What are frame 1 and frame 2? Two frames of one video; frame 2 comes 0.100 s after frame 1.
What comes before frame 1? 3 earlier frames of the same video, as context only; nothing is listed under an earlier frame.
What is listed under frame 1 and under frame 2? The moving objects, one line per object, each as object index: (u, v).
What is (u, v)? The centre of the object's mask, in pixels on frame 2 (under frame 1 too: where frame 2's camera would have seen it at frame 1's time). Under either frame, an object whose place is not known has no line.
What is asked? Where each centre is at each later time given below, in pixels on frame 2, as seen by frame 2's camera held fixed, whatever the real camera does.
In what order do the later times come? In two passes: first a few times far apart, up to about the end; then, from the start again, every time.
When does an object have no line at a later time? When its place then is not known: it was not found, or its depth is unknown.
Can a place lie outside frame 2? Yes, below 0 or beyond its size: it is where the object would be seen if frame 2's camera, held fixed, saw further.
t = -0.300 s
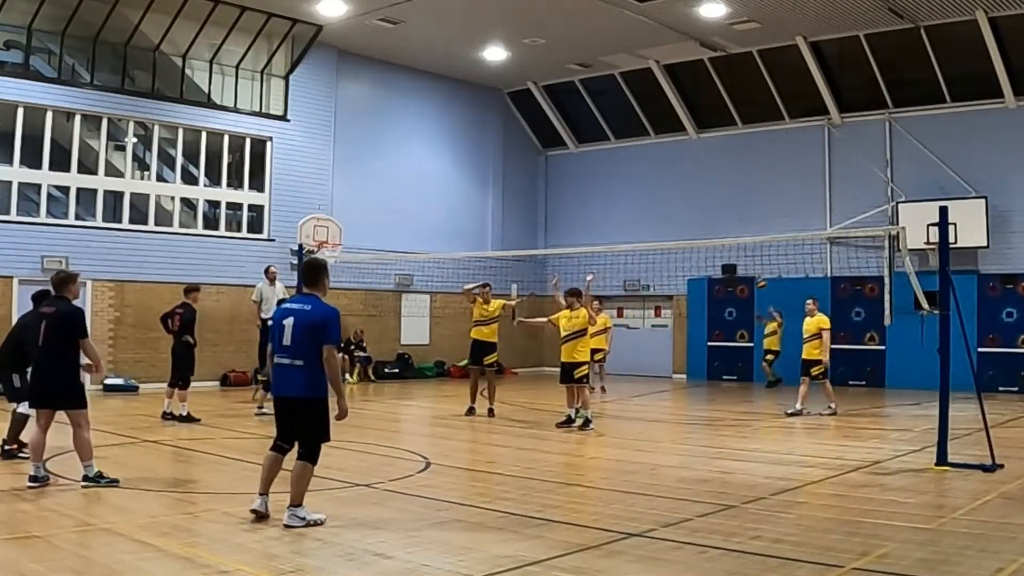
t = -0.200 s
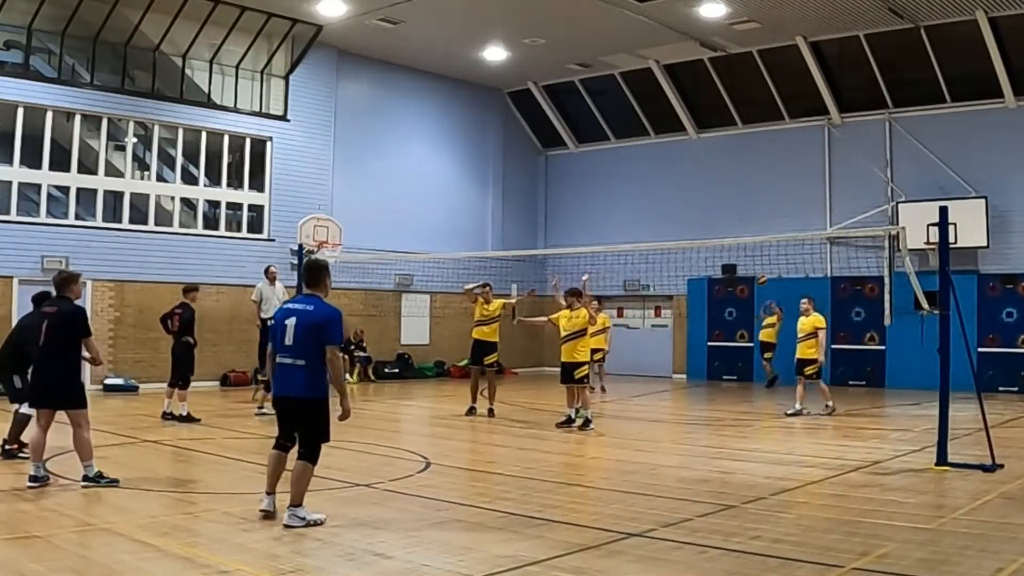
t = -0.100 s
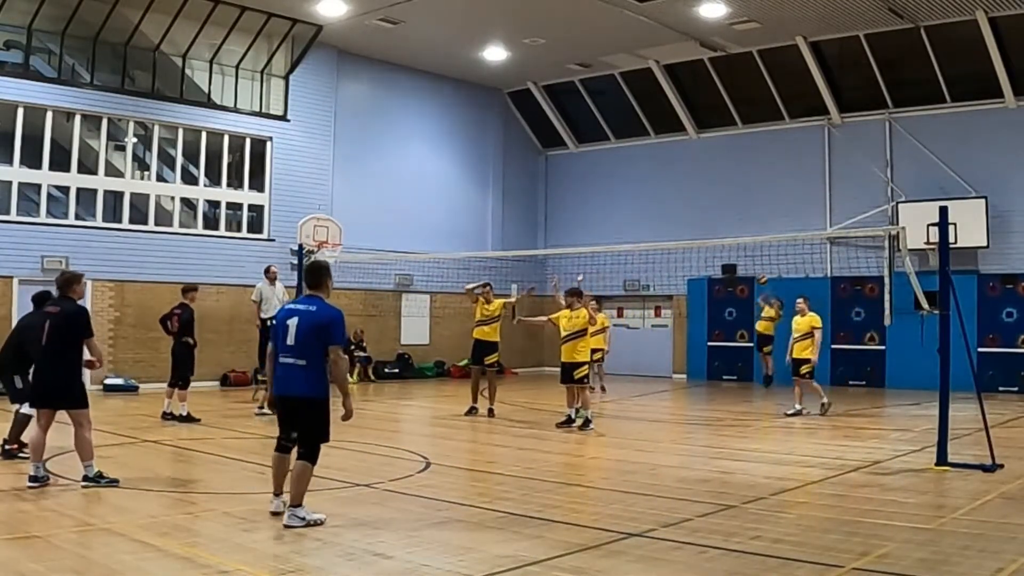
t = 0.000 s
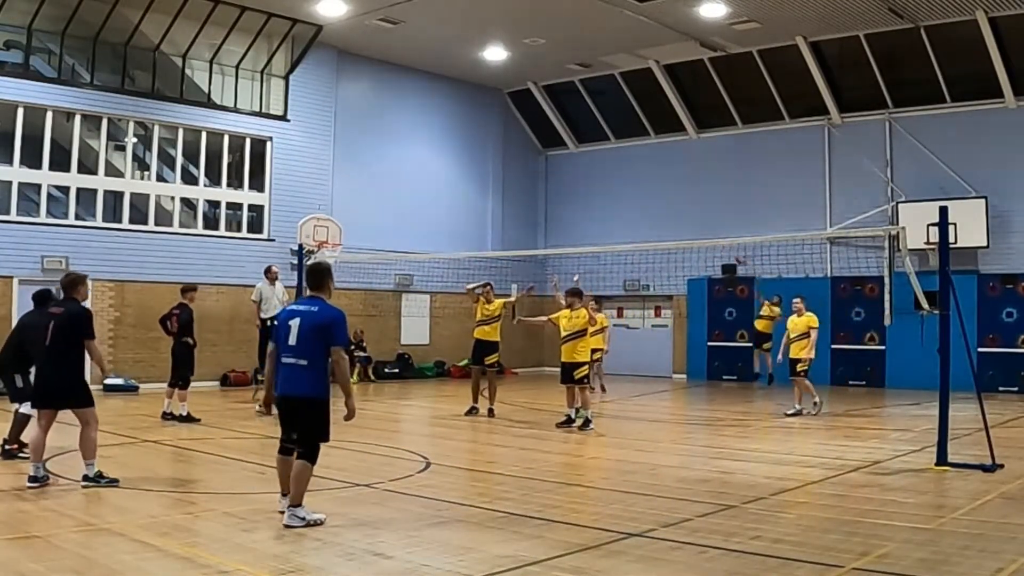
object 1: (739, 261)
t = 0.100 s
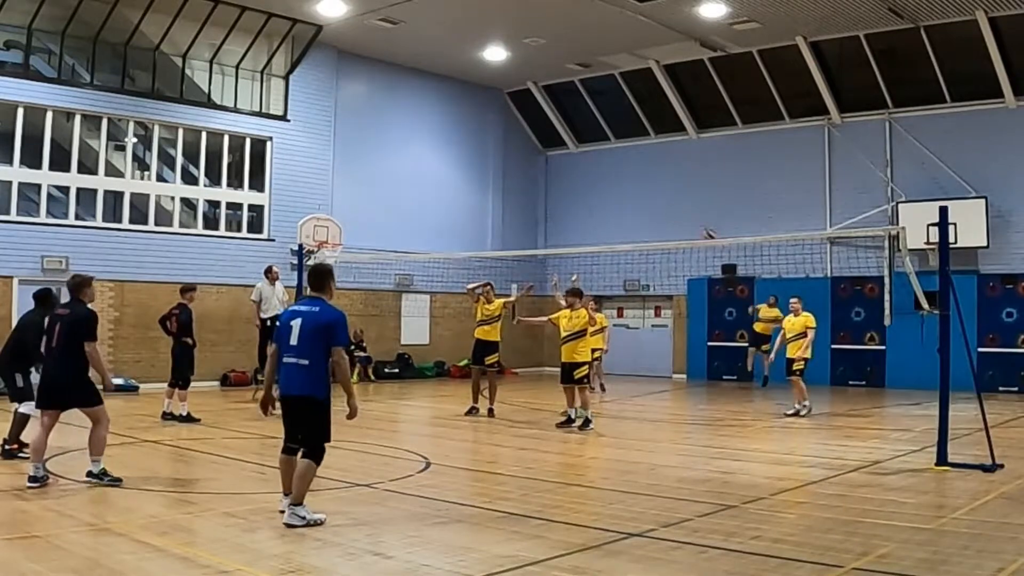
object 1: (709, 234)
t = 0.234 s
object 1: (663, 208)
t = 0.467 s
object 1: (567, 183)
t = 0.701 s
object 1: (456, 200)
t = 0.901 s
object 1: (336, 252)
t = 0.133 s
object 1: (699, 227)
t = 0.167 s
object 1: (687, 221)
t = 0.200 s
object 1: (674, 214)
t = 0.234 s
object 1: (663, 208)
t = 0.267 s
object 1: (650, 203)
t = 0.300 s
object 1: (637, 198)
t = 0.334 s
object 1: (623, 194)
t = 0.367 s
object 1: (609, 190)
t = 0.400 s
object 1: (595, 186)
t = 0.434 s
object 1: (581, 184)
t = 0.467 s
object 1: (567, 183)
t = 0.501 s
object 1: (552, 182)
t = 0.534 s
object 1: (538, 182)
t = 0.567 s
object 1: (522, 183)
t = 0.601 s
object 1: (506, 186)
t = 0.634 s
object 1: (491, 190)
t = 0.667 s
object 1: (473, 194)
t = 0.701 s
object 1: (456, 200)
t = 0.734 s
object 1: (437, 206)
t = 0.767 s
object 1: (418, 213)
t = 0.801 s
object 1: (398, 222)
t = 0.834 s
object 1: (378, 230)
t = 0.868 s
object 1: (358, 240)
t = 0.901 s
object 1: (336, 252)
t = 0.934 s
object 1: (316, 263)
